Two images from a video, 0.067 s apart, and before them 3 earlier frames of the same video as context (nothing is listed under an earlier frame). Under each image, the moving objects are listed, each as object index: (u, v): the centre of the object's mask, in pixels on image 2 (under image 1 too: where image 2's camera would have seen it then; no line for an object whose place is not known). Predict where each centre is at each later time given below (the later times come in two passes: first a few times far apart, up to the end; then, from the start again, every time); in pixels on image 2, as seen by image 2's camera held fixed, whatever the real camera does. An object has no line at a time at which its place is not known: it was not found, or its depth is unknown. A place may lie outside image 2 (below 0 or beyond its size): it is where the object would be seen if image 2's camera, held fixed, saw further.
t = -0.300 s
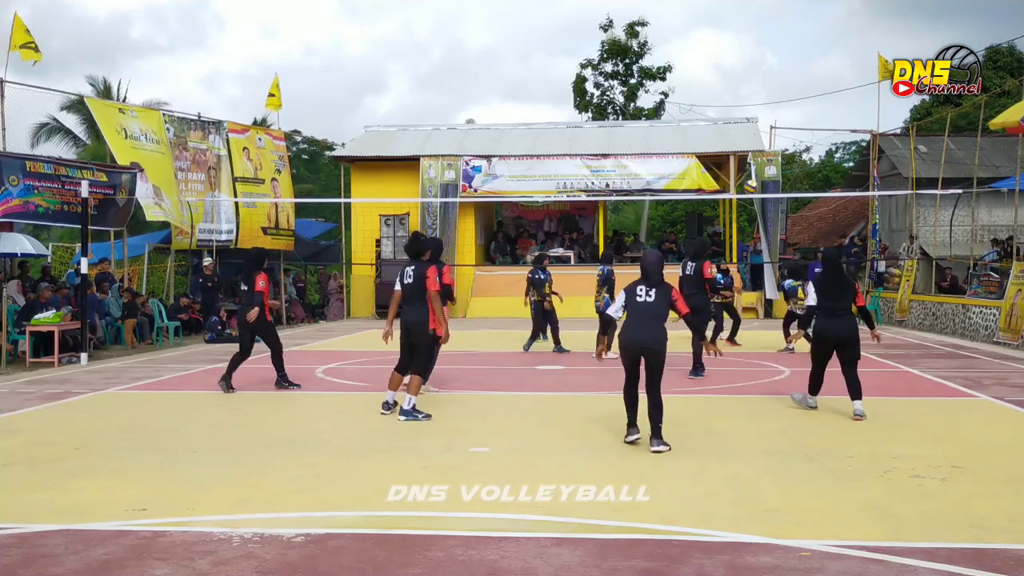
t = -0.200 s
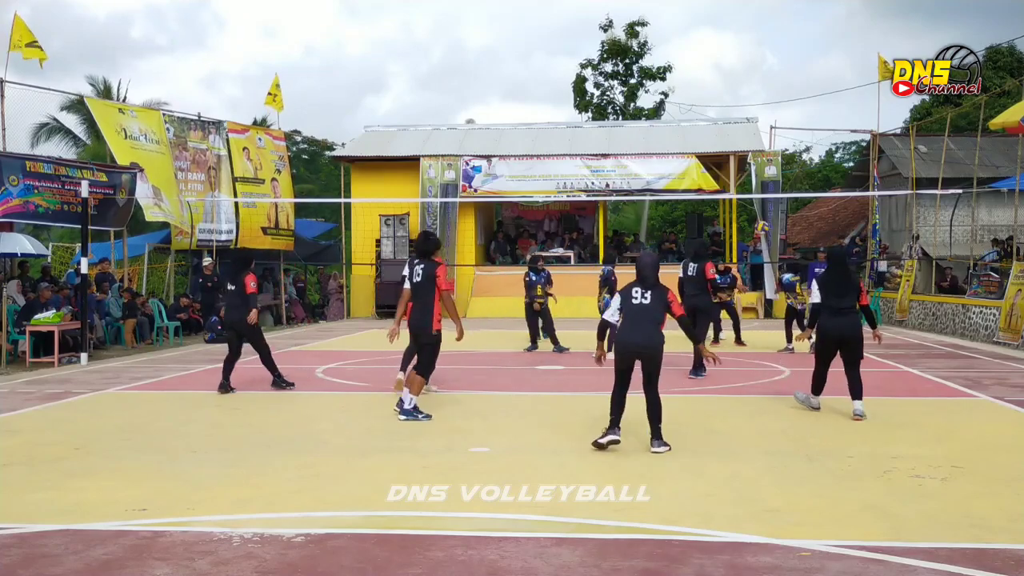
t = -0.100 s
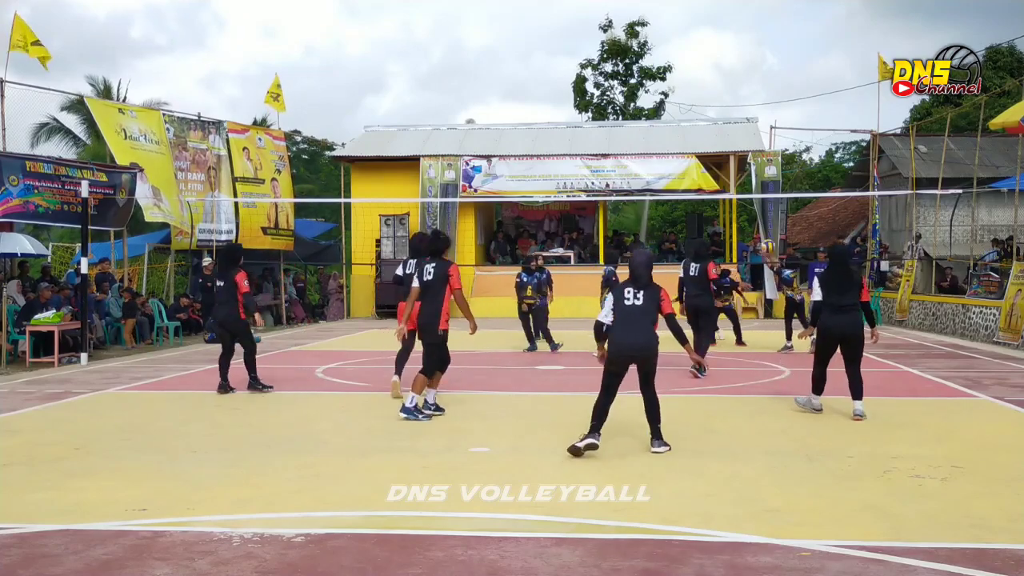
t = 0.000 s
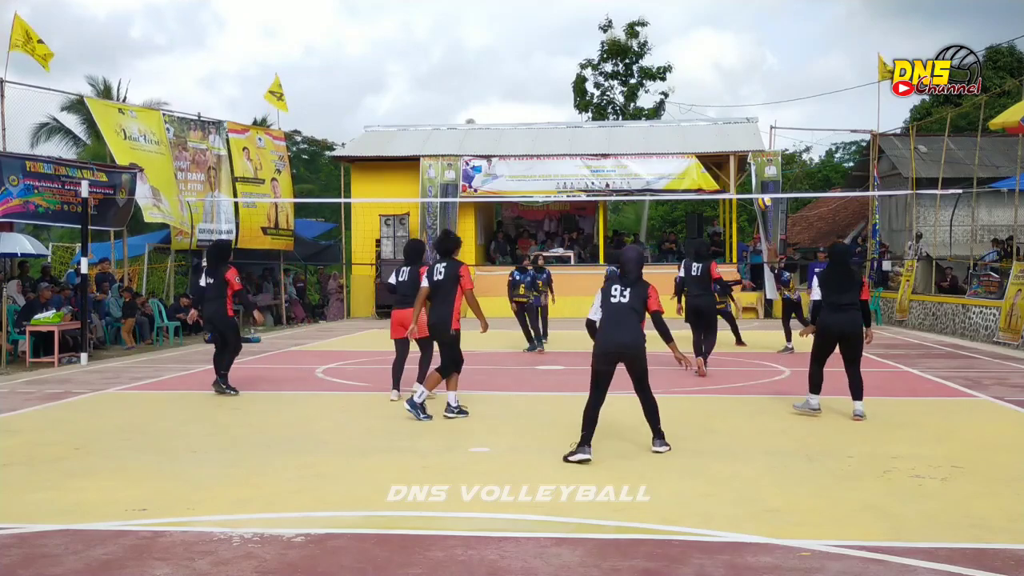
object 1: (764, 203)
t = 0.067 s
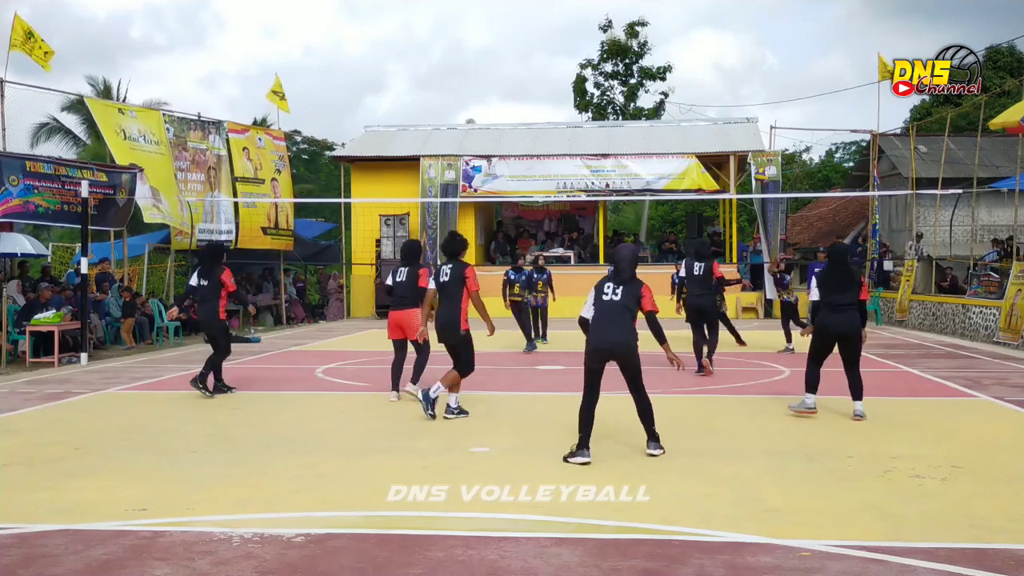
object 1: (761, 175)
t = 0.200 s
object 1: (754, 127)
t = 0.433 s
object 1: (741, 62)
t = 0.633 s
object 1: (728, 36)
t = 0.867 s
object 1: (708, 55)
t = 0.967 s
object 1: (698, 88)
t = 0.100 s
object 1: (760, 161)
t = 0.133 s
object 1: (760, 150)
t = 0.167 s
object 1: (756, 138)
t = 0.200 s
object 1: (754, 127)
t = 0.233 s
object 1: (753, 116)
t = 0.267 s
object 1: (751, 106)
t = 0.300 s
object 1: (749, 96)
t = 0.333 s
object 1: (749, 86)
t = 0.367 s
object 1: (748, 77)
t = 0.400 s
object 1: (743, 70)
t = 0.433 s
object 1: (741, 62)
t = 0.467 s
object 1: (739, 56)
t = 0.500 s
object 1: (734, 50)
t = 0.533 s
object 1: (734, 45)
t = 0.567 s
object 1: (736, 39)
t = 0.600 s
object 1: (733, 38)
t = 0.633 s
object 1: (728, 36)
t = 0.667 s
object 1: (724, 36)
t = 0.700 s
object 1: (722, 35)
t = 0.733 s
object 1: (720, 37)
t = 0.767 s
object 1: (716, 40)
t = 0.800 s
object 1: (717, 41)
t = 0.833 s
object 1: (715, 48)
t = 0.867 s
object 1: (708, 55)
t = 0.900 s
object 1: (704, 65)
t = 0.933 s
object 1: (701, 75)
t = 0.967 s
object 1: (698, 88)
